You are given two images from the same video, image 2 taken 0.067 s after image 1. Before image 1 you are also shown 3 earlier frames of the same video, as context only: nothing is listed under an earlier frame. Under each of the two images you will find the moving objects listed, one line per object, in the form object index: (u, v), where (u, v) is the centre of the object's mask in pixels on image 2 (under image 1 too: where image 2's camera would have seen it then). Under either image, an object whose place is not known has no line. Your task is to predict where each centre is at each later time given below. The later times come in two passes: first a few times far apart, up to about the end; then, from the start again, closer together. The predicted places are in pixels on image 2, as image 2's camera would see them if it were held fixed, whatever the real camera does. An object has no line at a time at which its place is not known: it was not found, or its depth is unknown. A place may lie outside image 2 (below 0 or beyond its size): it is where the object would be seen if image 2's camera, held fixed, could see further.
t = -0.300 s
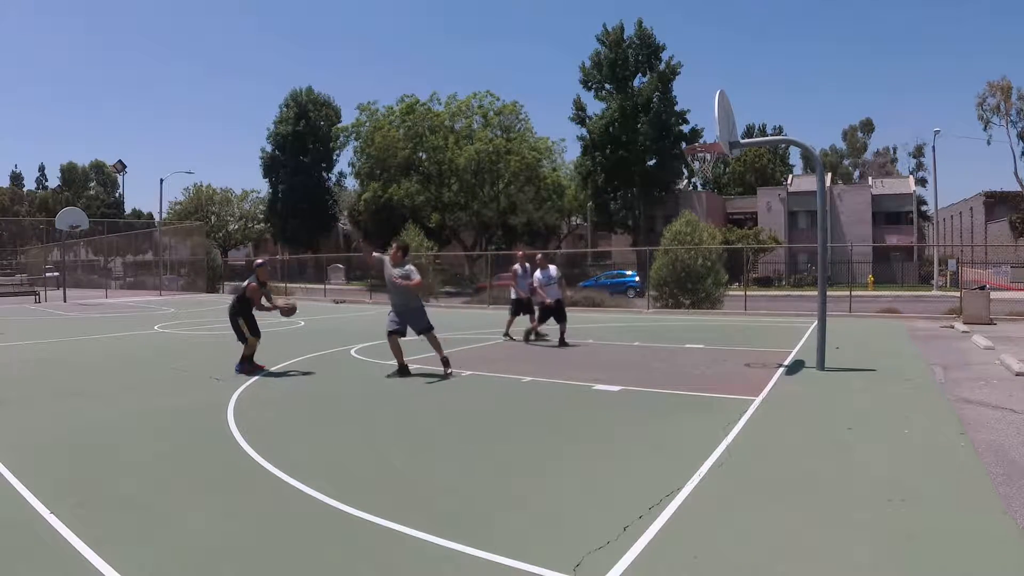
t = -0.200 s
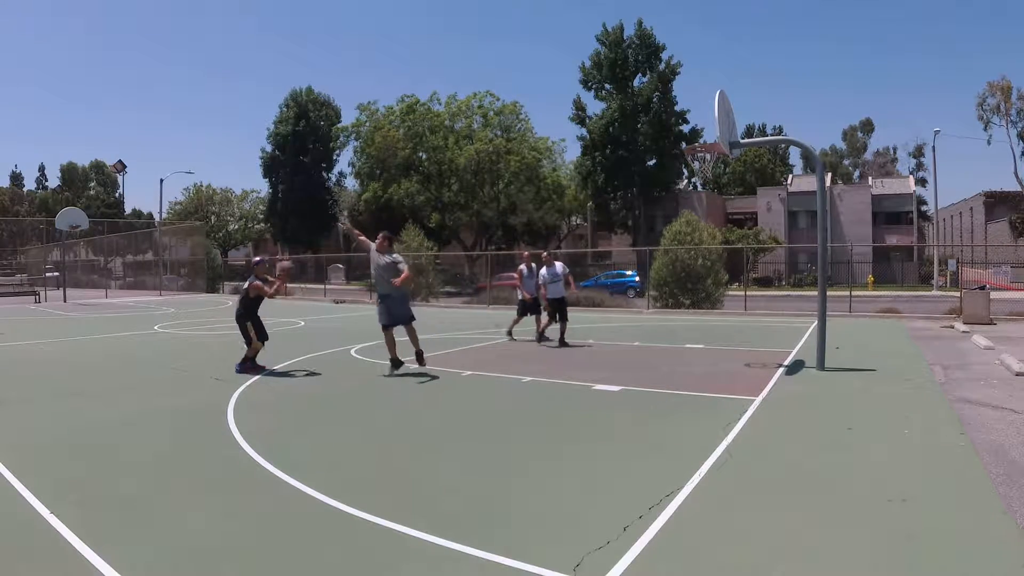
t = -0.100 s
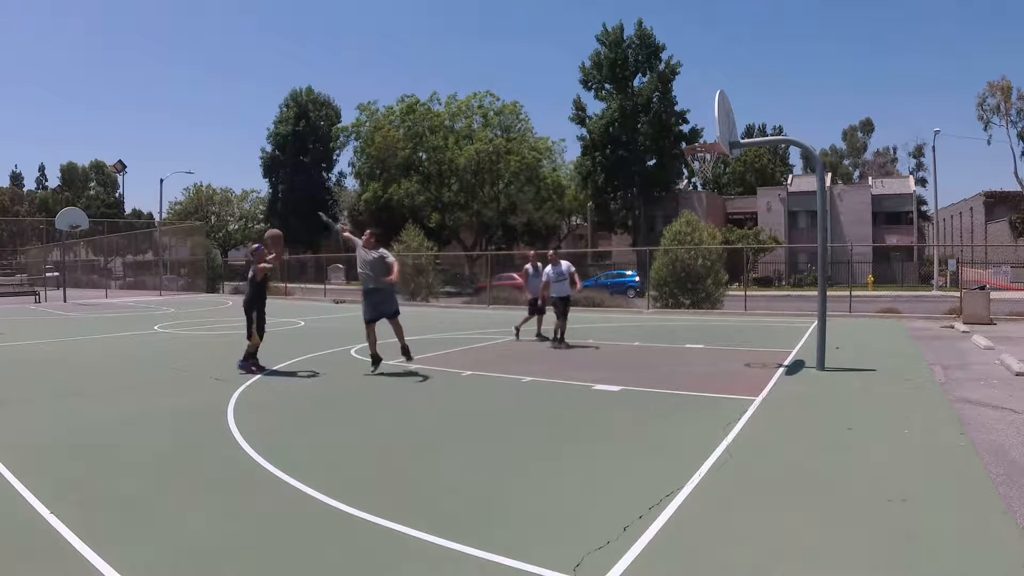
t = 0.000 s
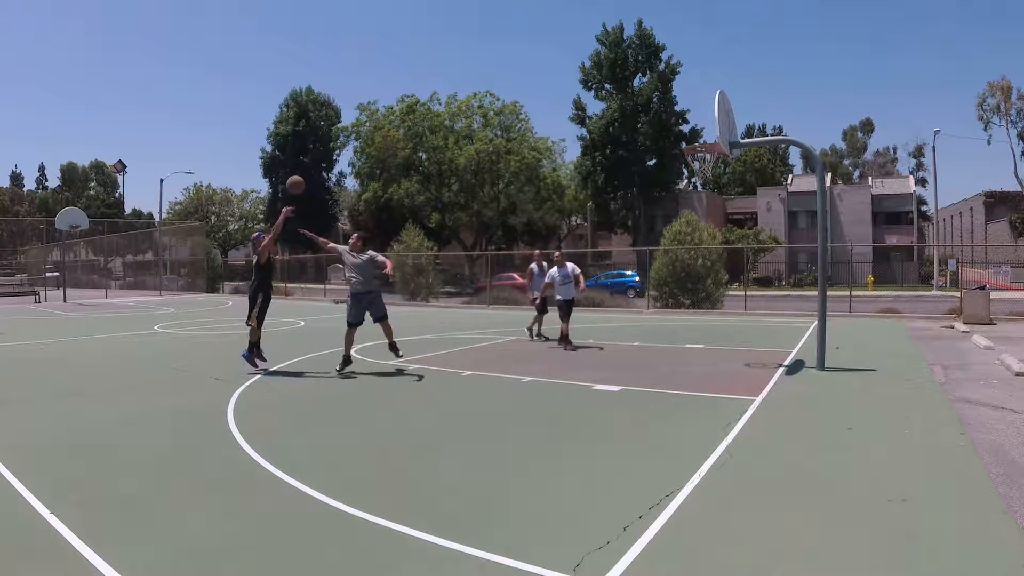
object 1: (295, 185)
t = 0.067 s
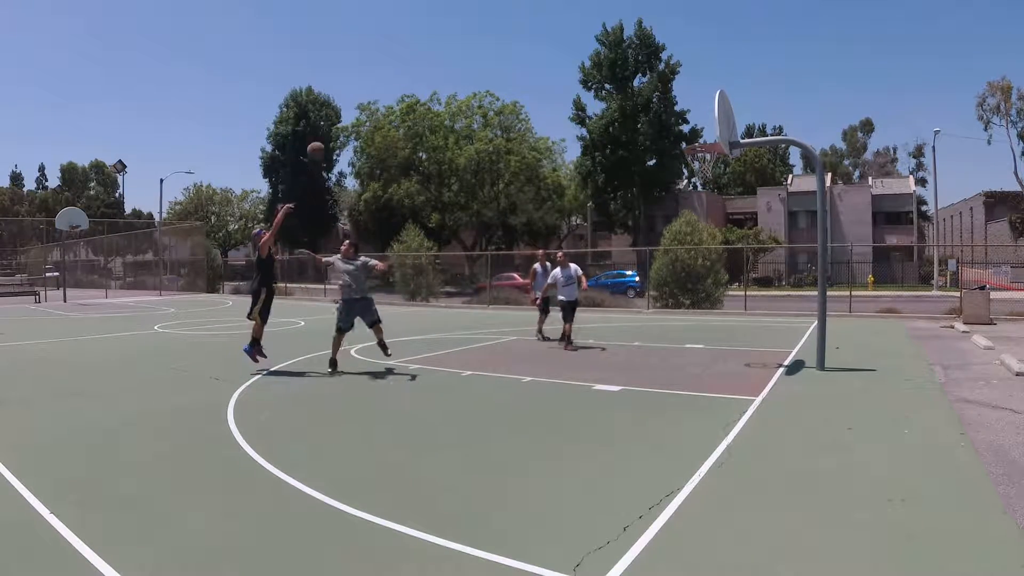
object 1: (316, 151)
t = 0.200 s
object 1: (358, 94)
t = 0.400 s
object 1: (422, 35)
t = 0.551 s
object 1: (469, 11)
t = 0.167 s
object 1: (348, 108)
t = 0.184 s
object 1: (353, 100)
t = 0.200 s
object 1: (358, 94)
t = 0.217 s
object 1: (364, 89)
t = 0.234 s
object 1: (369, 83)
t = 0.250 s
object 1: (375, 77)
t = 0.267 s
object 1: (380, 71)
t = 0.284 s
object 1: (385, 66)
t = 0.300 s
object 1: (390, 61)
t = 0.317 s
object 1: (396, 56)
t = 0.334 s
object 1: (401, 51)
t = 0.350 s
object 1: (406, 47)
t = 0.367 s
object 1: (411, 43)
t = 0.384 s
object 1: (417, 39)
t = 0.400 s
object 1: (422, 35)
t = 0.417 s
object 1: (427, 32)
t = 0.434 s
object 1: (433, 28)
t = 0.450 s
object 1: (438, 25)
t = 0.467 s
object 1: (443, 22)
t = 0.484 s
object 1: (448, 19)
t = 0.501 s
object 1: (454, 17)
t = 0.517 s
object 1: (459, 15)
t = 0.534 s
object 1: (464, 12)
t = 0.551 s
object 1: (469, 11)
